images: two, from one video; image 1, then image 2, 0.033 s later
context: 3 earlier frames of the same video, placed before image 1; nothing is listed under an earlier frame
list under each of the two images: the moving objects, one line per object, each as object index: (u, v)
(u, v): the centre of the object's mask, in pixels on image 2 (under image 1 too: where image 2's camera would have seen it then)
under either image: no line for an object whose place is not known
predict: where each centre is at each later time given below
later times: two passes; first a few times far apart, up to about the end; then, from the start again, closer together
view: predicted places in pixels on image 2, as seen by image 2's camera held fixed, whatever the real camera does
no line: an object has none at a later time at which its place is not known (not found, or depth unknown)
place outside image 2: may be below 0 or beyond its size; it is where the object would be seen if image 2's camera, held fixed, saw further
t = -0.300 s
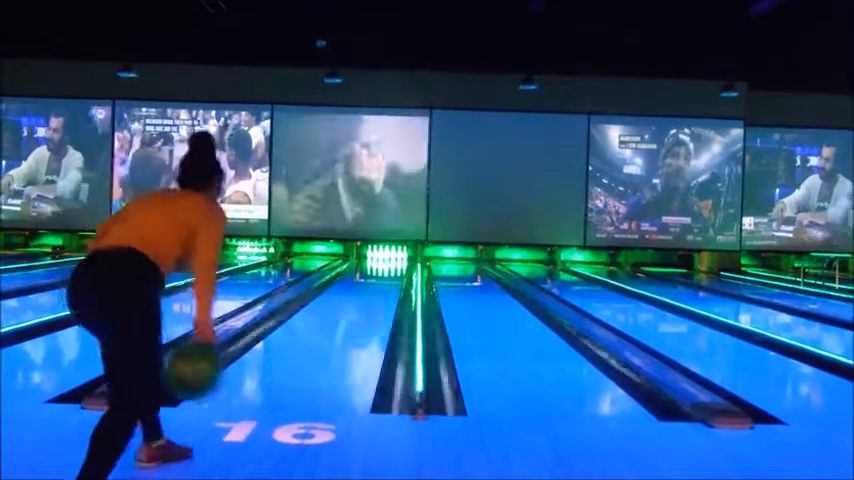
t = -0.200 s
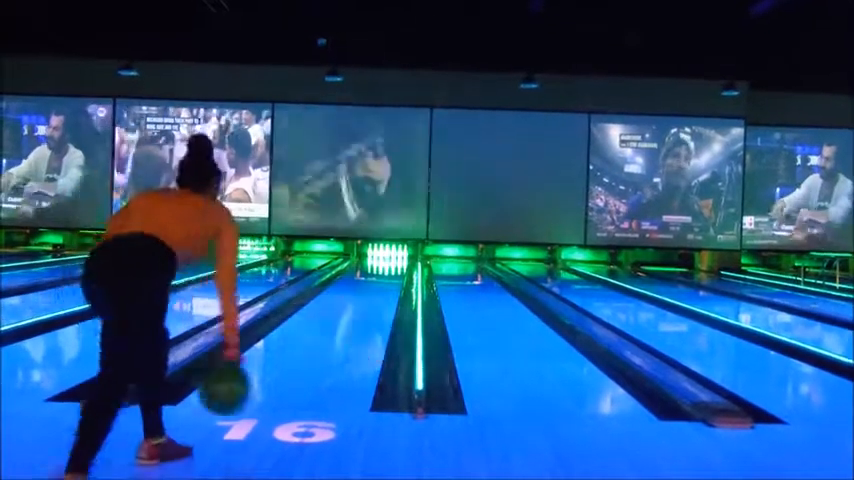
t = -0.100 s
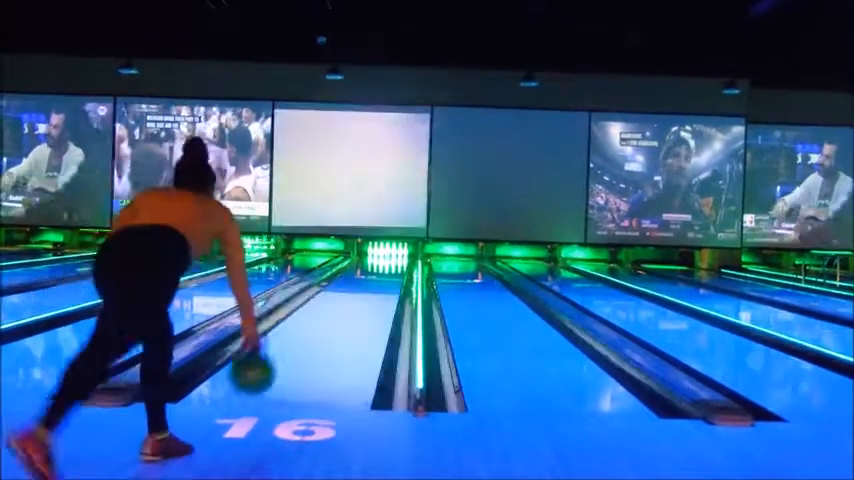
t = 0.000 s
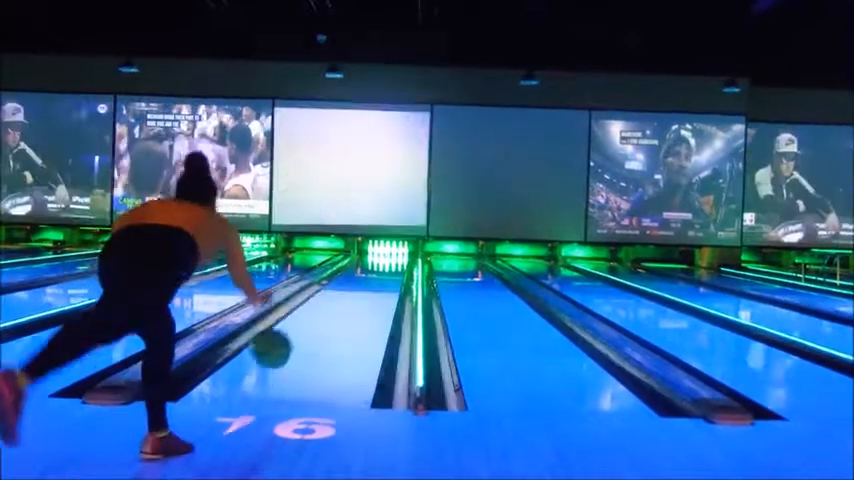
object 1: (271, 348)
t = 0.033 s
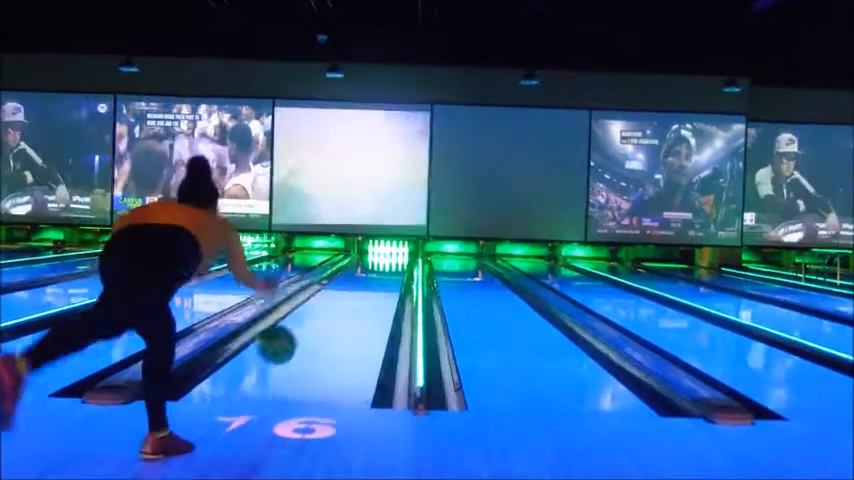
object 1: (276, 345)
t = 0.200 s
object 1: (297, 356)
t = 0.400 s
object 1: (316, 336)
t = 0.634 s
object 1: (331, 317)
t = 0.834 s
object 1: (340, 304)
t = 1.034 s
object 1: (347, 297)
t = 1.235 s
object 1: (353, 288)
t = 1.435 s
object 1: (359, 282)
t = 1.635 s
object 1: (360, 278)
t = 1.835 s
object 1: (364, 275)
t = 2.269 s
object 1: (372, 263)
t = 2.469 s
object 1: (374, 262)
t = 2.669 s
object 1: (375, 260)
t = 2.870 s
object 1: (377, 257)
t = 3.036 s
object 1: (378, 257)
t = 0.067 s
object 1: (281, 343)
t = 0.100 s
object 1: (286, 344)
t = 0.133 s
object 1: (290, 346)
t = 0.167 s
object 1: (294, 350)
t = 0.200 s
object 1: (297, 356)
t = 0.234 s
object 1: (301, 353)
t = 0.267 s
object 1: (304, 347)
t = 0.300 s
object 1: (307, 344)
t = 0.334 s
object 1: (310, 341)
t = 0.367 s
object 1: (313, 339)
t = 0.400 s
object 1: (316, 336)
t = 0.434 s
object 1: (318, 332)
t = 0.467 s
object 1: (320, 330)
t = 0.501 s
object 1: (322, 327)
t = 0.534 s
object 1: (325, 324)
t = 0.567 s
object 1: (326, 322)
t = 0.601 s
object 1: (329, 319)
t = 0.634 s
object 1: (331, 317)
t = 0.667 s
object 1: (332, 314)
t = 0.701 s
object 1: (334, 312)
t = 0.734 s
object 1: (335, 310)
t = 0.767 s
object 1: (336, 308)
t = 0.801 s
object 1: (339, 306)
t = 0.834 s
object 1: (340, 304)
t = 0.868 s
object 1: (341, 302)
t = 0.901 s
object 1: (343, 301)
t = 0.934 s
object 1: (344, 300)
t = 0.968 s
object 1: (344, 299)
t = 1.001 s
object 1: (346, 298)
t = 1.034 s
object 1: (347, 297)
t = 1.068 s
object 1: (348, 294)
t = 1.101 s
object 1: (348, 294)
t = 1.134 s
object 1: (349, 291)
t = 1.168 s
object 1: (351, 290)
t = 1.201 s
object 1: (354, 287)
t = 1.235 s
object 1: (353, 288)
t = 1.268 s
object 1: (354, 286)
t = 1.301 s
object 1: (355, 285)
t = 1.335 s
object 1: (355, 285)
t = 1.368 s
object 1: (356, 284)
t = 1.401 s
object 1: (358, 283)
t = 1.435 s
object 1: (359, 282)
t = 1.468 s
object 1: (359, 281)
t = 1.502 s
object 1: (360, 279)
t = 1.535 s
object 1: (360, 278)
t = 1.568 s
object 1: (360, 278)
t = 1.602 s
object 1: (360, 278)
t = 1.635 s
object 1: (360, 278)
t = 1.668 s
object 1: (360, 279)
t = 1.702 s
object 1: (360, 279)
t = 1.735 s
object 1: (360, 279)
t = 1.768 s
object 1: (360, 279)
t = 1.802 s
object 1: (362, 279)
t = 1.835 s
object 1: (364, 275)
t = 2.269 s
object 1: (372, 263)
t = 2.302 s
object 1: (371, 264)
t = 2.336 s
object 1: (371, 264)
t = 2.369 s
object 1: (373, 262)
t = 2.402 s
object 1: (373, 262)
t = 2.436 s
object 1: (373, 262)
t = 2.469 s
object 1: (374, 262)
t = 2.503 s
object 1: (374, 260)
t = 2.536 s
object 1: (374, 260)
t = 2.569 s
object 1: (375, 260)
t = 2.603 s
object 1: (375, 260)
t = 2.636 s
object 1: (375, 261)
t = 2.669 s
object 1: (375, 260)
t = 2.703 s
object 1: (375, 260)
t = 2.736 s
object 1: (376, 259)
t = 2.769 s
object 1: (376, 258)
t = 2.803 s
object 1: (376, 258)
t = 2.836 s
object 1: (376, 259)
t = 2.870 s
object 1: (377, 257)
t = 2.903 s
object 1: (377, 257)
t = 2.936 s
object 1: (377, 257)
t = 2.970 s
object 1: (377, 258)
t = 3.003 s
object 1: (378, 257)
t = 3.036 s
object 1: (378, 257)
